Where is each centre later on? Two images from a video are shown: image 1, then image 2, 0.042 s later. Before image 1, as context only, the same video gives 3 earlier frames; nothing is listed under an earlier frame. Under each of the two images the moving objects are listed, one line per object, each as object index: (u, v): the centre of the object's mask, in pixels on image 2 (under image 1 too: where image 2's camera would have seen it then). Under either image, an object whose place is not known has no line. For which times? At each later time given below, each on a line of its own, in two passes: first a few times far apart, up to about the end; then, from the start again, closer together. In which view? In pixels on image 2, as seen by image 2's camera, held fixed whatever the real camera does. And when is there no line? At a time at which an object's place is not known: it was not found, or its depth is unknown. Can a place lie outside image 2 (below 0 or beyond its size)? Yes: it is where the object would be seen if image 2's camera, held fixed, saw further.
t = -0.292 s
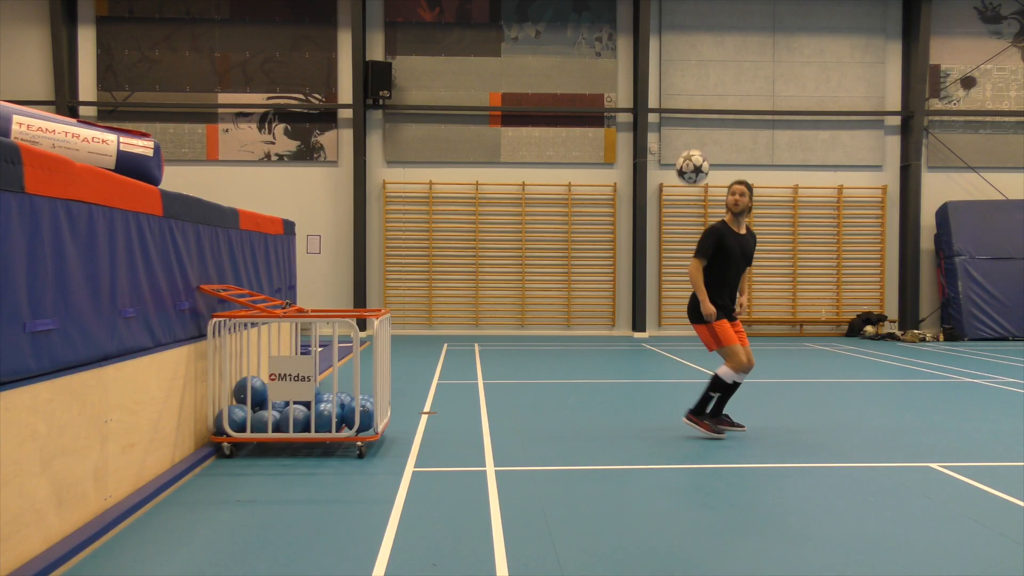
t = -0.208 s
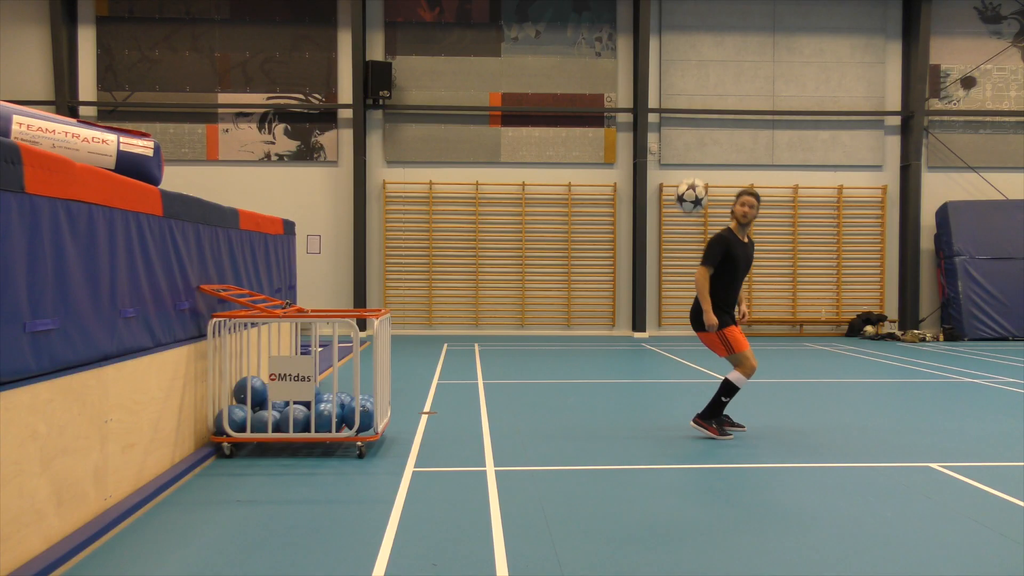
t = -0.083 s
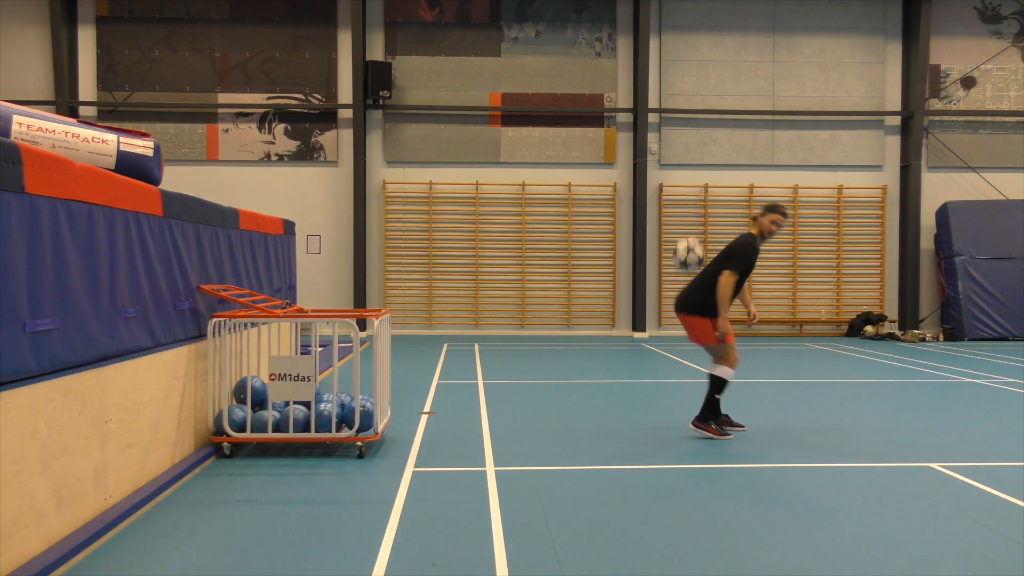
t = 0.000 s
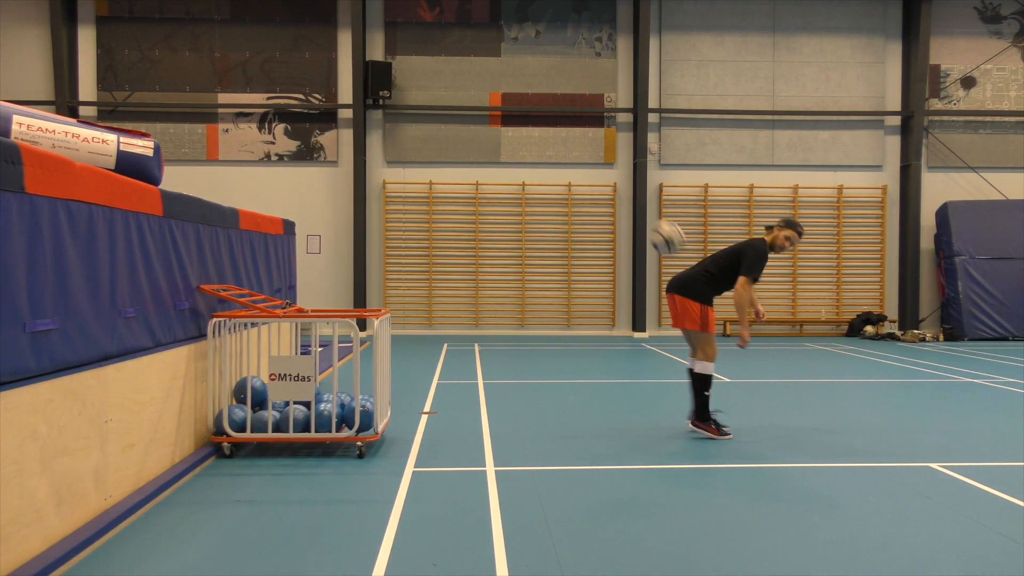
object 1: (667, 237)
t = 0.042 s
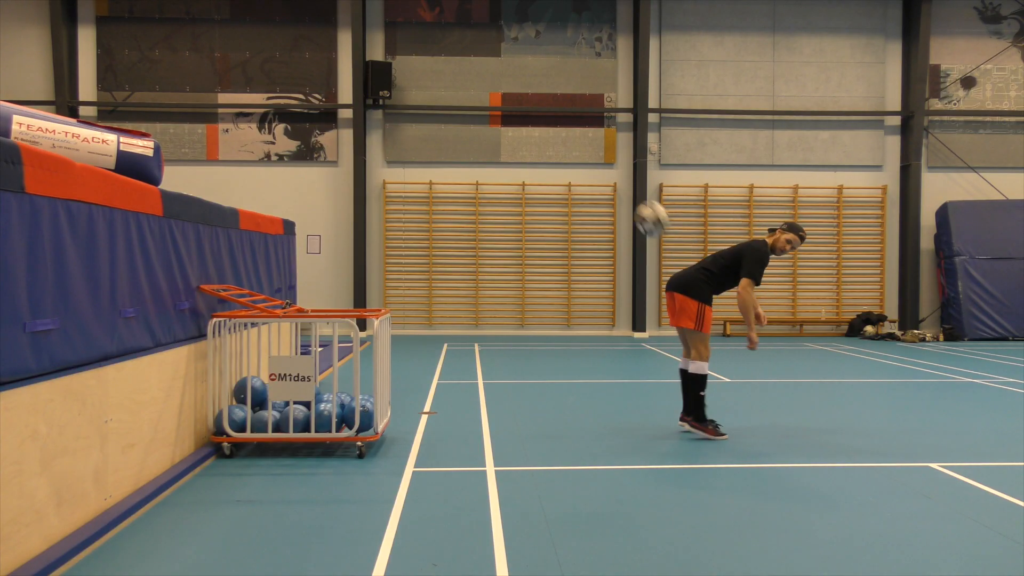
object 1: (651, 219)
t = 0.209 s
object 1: (593, 165)
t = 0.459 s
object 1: (501, 155)
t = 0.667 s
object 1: (418, 215)
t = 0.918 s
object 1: (343, 305)
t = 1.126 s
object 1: (312, 336)
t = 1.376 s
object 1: (276, 406)
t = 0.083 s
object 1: (638, 202)
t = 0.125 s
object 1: (624, 188)
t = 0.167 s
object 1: (608, 175)
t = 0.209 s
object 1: (593, 165)
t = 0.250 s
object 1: (578, 158)
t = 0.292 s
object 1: (563, 153)
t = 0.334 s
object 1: (547, 150)
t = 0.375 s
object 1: (532, 149)
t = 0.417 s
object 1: (516, 151)
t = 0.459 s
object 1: (501, 155)
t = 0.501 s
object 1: (484, 161)
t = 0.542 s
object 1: (468, 170)
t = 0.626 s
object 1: (435, 197)
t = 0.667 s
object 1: (418, 215)
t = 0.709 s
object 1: (402, 234)
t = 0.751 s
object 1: (384, 258)
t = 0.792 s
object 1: (368, 282)
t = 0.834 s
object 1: (353, 303)
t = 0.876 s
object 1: (348, 303)
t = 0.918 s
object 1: (343, 305)
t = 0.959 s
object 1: (338, 312)
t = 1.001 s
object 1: (333, 323)
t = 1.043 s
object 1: (328, 331)
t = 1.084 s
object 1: (318, 333)
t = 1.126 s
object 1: (312, 336)
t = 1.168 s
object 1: (306, 342)
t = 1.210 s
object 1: (296, 347)
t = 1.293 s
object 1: (265, 387)
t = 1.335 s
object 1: (275, 404)
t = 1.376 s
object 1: (276, 406)
